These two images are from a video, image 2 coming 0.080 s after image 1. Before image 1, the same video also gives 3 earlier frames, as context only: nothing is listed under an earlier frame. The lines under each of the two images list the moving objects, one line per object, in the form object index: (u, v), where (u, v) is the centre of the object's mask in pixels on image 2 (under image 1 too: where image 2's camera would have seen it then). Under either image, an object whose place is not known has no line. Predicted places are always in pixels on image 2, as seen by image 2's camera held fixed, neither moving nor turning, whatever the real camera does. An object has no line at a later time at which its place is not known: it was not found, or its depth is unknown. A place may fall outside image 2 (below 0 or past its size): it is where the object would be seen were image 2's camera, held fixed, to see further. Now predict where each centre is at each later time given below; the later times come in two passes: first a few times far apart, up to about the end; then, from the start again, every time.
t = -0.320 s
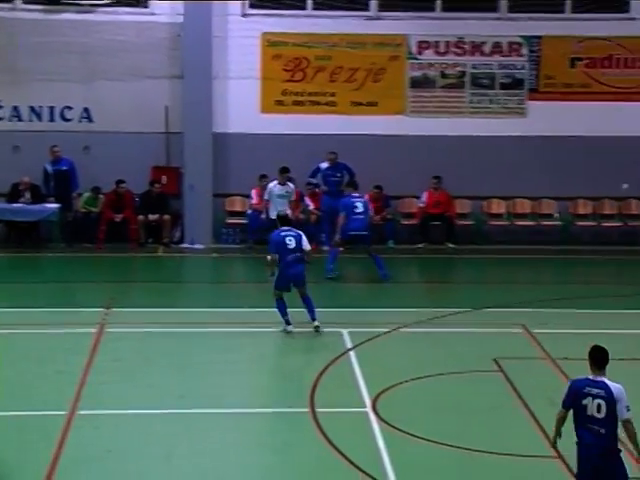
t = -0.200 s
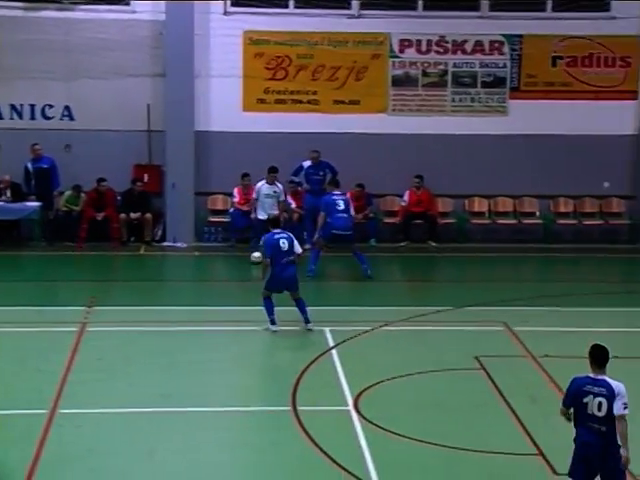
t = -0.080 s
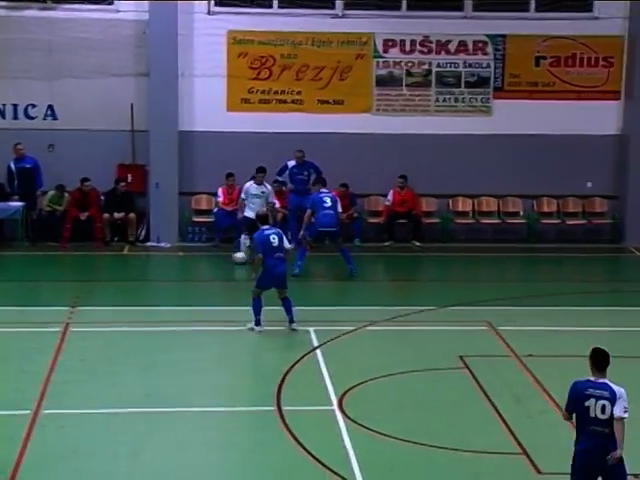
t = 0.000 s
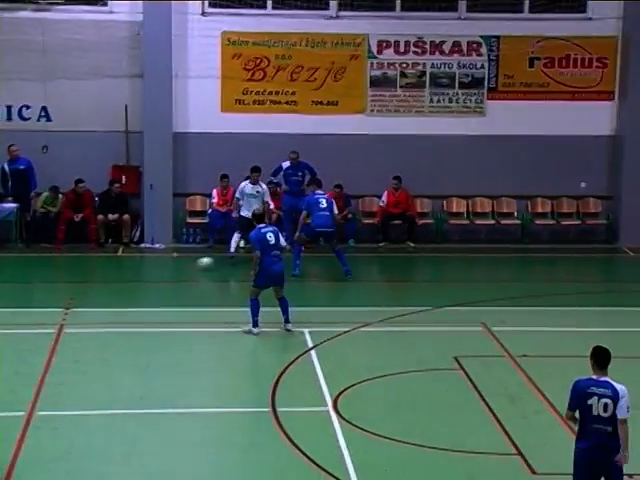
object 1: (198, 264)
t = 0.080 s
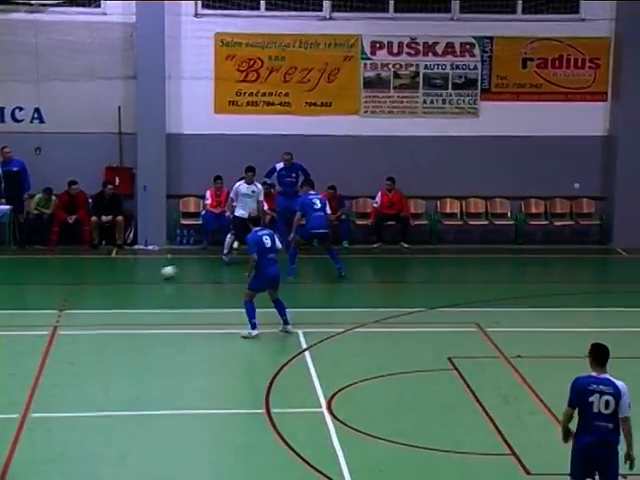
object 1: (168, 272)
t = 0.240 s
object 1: (107, 285)
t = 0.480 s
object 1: (14, 304)
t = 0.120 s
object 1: (153, 276)
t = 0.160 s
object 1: (137, 279)
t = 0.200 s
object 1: (122, 282)
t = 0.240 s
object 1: (107, 285)
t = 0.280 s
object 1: (91, 288)
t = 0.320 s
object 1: (75, 291)
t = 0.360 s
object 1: (60, 295)
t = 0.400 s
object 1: (44, 297)
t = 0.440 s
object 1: (29, 301)
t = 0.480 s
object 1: (14, 304)
